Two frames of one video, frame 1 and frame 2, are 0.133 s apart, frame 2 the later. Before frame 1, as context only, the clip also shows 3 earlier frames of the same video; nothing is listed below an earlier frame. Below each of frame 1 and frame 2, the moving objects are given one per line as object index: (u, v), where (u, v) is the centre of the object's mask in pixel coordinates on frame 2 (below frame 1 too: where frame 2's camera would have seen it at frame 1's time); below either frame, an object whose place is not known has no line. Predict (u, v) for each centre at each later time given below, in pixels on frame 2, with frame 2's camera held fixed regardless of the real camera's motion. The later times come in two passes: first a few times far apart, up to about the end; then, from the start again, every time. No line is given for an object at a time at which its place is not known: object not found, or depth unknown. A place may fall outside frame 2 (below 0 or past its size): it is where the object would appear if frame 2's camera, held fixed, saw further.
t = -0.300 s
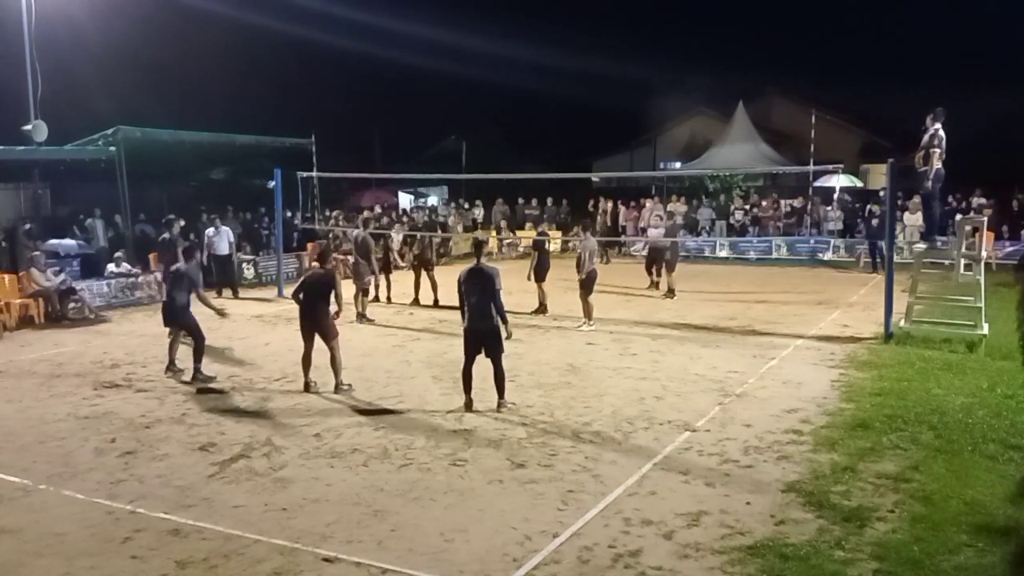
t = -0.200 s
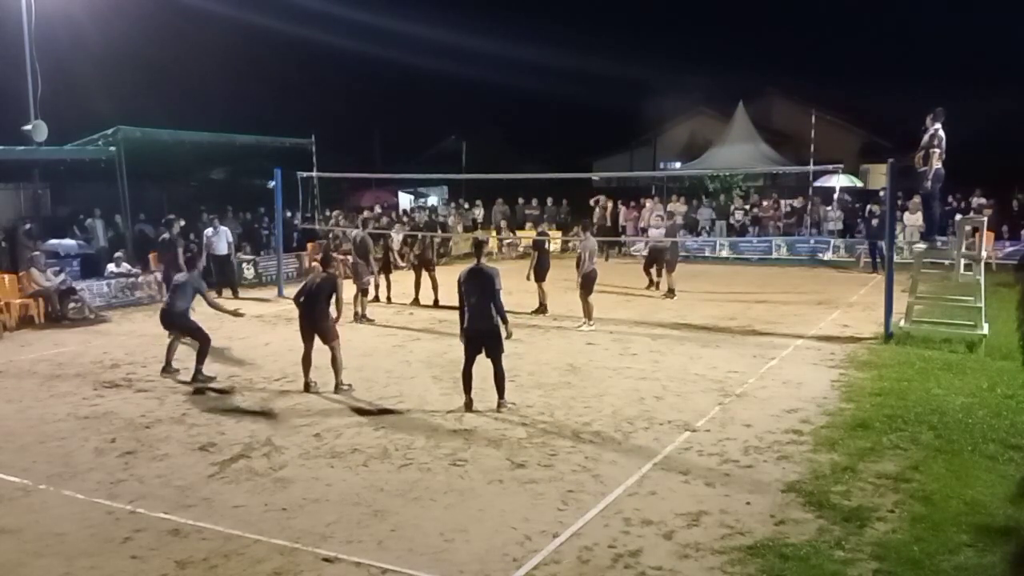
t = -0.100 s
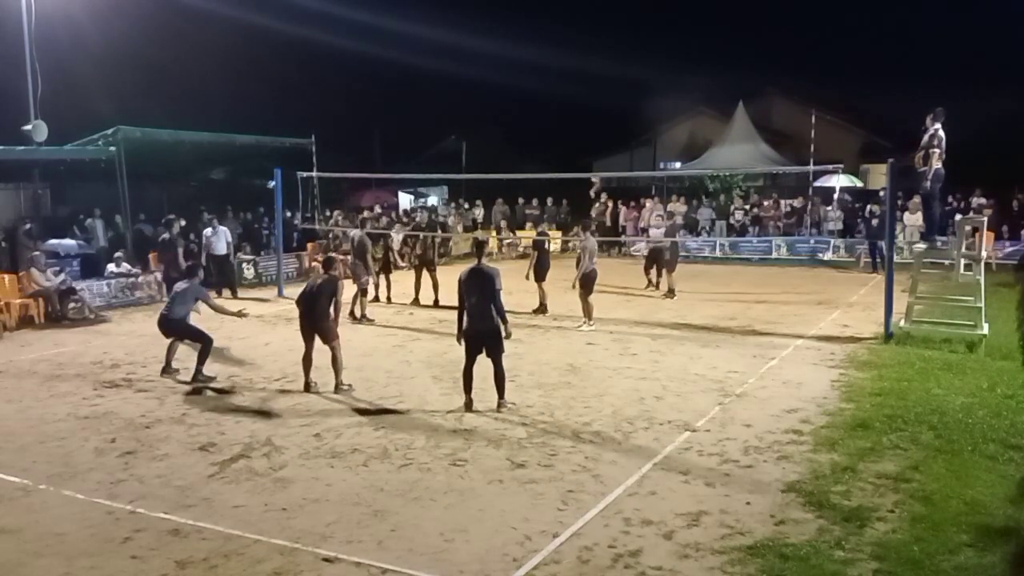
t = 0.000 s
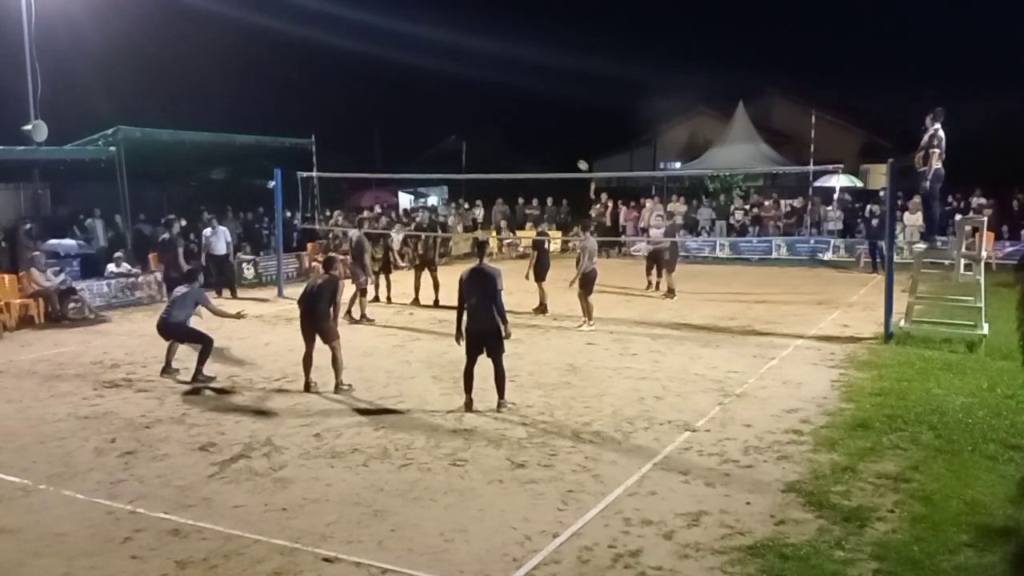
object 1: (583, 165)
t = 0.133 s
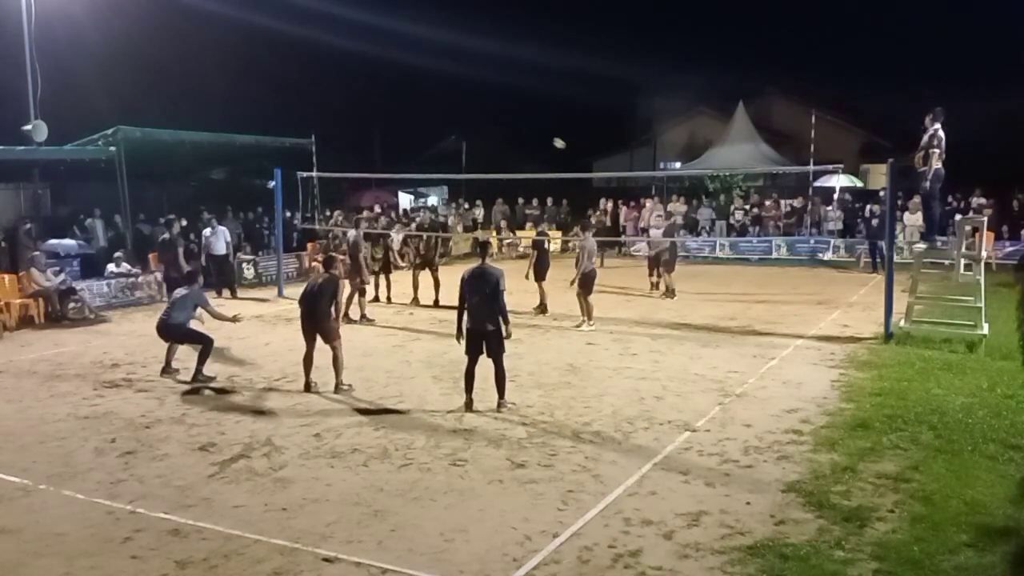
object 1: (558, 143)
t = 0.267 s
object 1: (530, 126)
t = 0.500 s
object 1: (471, 114)
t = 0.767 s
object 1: (387, 134)
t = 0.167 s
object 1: (552, 139)
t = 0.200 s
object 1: (545, 134)
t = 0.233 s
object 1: (538, 130)
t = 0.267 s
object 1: (530, 126)
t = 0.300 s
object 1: (523, 123)
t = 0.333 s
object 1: (514, 120)
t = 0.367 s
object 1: (506, 118)
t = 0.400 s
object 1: (498, 117)
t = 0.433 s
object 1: (489, 115)
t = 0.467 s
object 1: (481, 114)
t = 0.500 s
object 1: (471, 114)
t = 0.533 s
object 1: (462, 114)
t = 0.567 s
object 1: (452, 115)
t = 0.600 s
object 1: (442, 116)
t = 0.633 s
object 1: (432, 118)
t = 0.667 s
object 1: (421, 121)
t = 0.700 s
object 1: (410, 125)
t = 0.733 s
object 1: (398, 129)
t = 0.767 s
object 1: (387, 134)
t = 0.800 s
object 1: (376, 140)
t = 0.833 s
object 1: (364, 147)
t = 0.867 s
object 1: (352, 154)
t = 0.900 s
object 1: (339, 163)
